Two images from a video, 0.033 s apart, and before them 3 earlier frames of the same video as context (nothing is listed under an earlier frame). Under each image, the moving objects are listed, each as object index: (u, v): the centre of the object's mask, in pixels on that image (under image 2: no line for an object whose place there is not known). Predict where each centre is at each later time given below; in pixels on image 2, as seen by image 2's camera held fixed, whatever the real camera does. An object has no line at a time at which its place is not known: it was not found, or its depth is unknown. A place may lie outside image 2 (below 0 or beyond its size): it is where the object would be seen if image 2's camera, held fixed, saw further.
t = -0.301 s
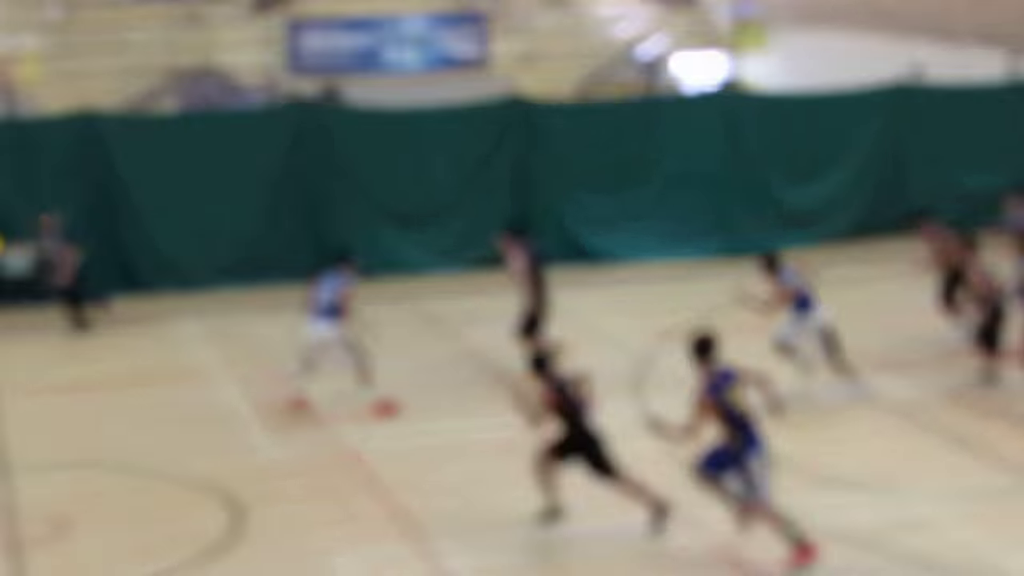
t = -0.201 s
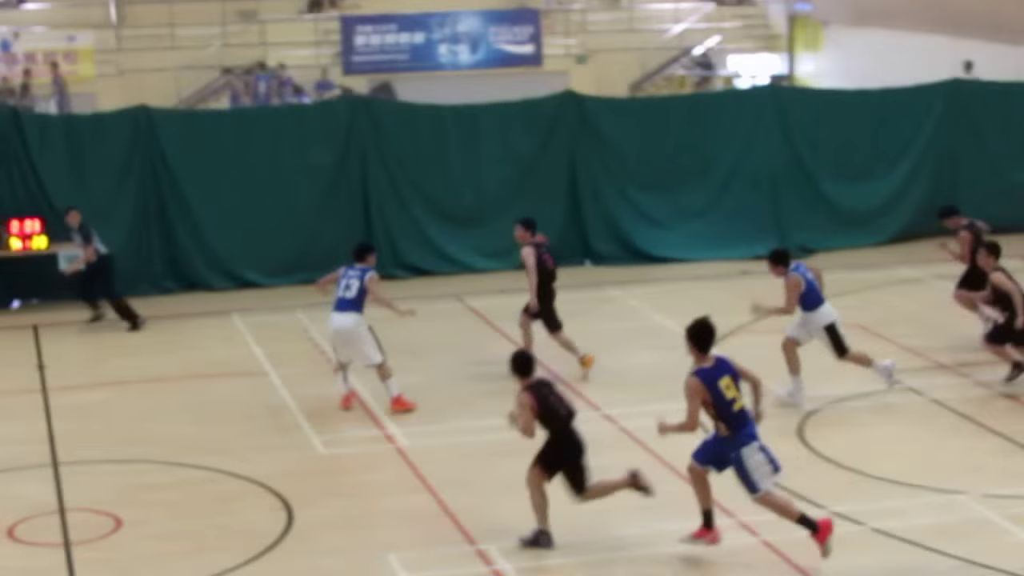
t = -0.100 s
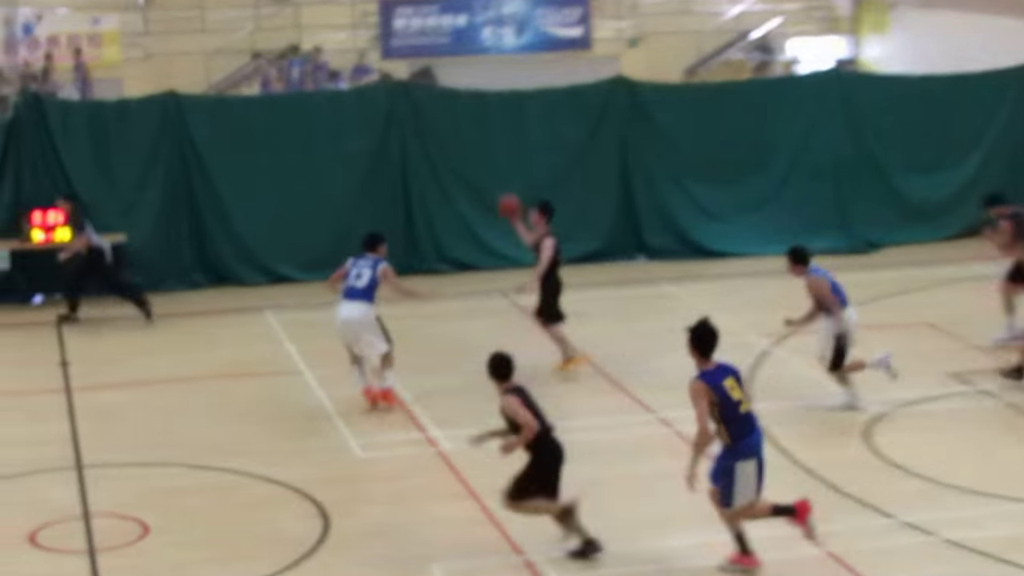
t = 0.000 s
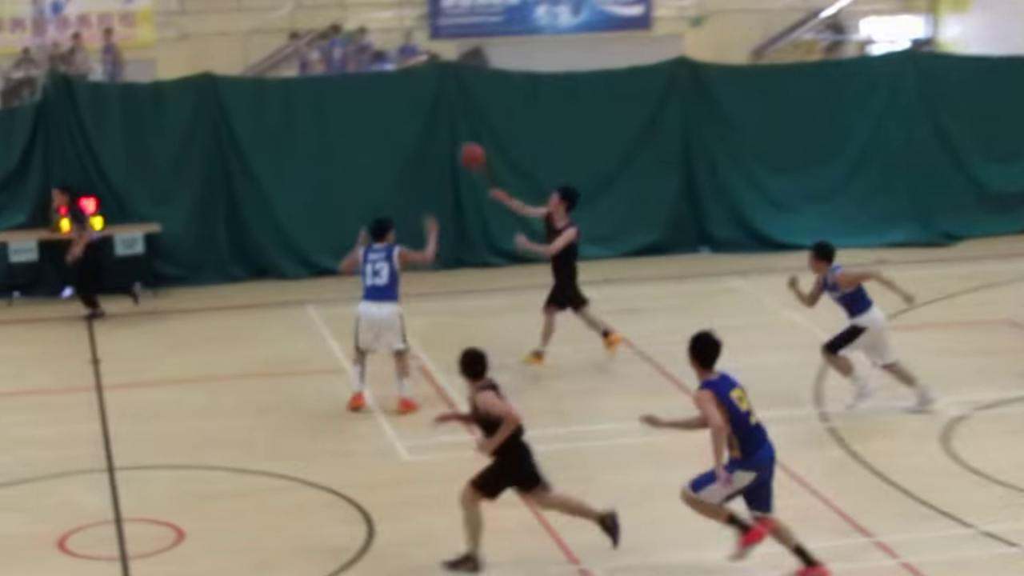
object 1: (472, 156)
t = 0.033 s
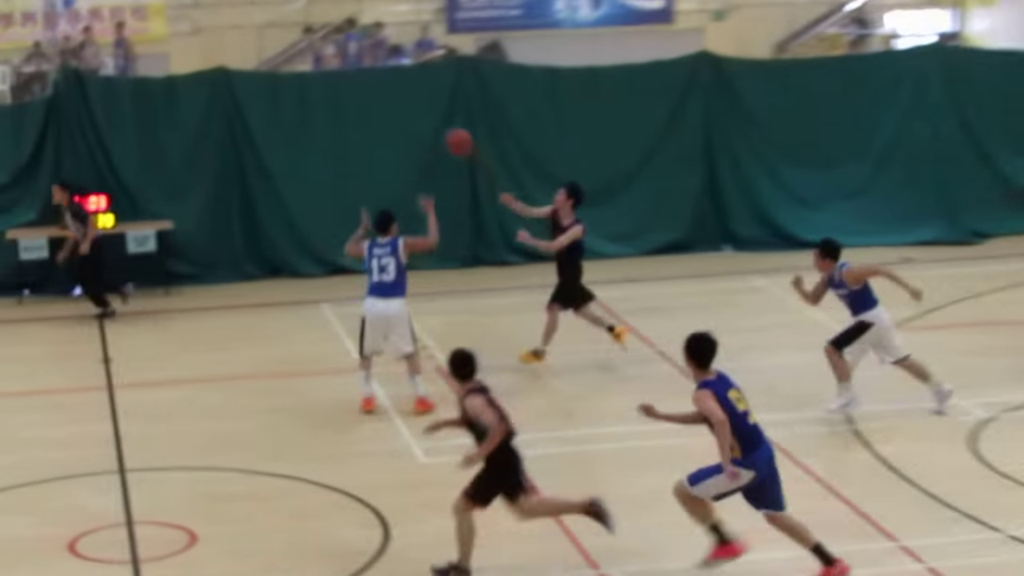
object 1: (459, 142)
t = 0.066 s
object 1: (426, 132)
